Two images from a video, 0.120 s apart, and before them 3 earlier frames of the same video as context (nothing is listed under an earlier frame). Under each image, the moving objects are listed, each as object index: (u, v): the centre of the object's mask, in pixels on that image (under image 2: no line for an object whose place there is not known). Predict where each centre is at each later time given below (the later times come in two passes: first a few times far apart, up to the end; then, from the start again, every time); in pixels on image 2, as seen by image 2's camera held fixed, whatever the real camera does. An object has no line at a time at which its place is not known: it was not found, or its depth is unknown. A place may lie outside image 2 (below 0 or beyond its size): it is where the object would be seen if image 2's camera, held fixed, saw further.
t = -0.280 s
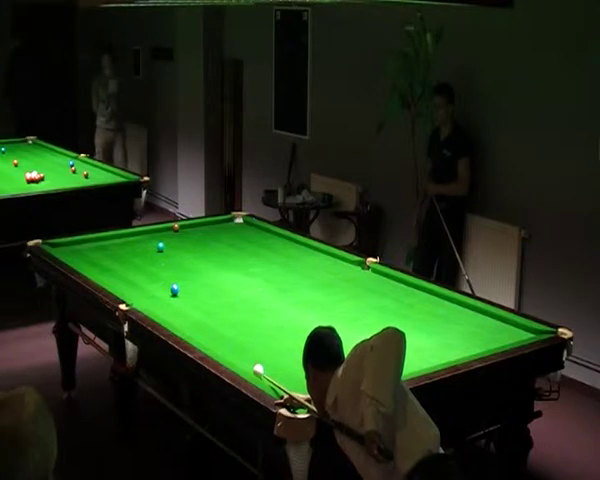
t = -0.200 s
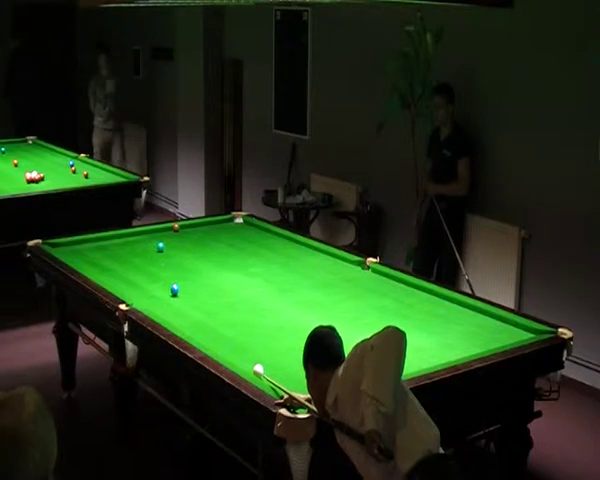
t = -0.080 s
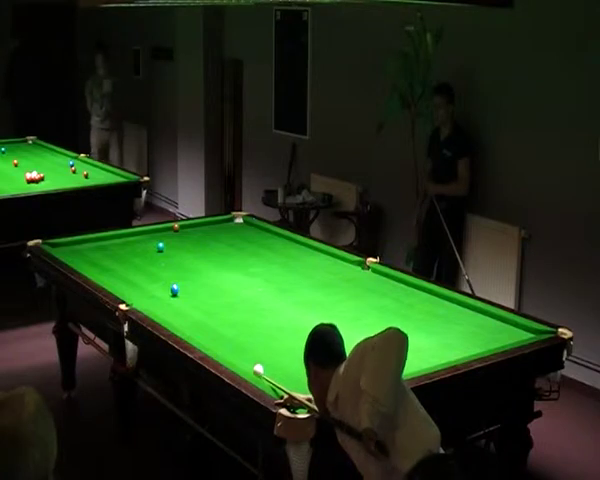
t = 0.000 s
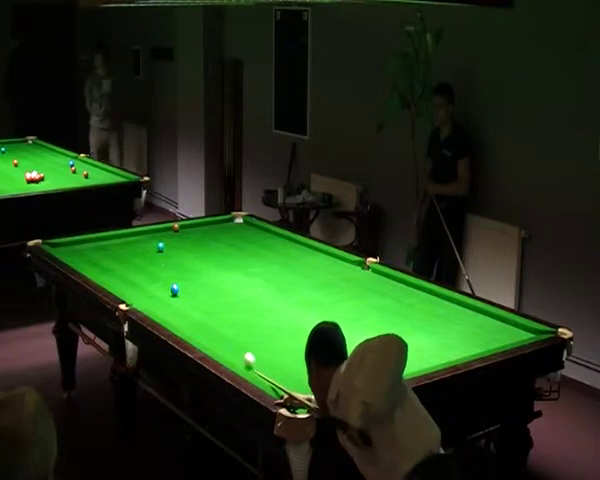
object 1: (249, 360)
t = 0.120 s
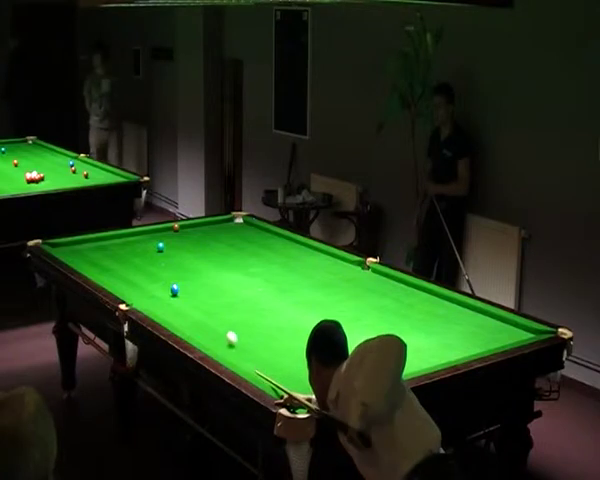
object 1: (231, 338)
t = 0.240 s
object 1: (217, 321)
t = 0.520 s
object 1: (192, 292)
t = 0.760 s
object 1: (176, 272)
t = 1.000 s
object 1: (161, 254)
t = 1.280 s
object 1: (132, 242)
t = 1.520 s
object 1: (111, 237)
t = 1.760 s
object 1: (112, 244)
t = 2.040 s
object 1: (112, 253)
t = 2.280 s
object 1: (112, 260)
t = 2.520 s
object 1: (112, 268)
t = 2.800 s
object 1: (113, 277)
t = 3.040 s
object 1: (114, 284)
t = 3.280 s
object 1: (128, 289)
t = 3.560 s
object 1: (143, 295)
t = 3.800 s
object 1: (157, 299)
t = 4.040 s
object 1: (171, 303)
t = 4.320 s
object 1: (186, 308)
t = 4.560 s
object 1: (199, 312)
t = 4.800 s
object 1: (213, 316)
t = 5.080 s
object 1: (227, 320)
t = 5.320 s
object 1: (238, 323)
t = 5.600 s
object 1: (251, 327)
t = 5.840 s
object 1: (262, 329)
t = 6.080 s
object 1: (272, 332)
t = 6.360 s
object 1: (283, 336)
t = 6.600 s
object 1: (292, 338)
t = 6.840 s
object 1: (299, 340)
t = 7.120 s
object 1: (308, 342)
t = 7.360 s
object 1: (314, 344)
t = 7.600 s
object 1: (320, 345)
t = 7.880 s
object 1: (326, 346)
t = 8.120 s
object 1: (330, 347)
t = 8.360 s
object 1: (333, 348)
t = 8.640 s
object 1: (336, 348)
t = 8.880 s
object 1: (337, 349)
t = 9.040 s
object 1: (337, 349)
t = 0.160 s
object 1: (226, 331)
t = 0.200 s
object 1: (221, 326)
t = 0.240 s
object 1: (217, 321)
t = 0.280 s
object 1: (213, 316)
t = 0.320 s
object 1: (209, 311)
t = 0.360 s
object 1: (205, 307)
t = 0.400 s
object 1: (202, 303)
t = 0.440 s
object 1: (199, 299)
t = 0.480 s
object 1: (195, 295)
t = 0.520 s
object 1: (192, 292)
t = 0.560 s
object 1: (189, 288)
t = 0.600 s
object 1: (187, 284)
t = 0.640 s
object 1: (184, 281)
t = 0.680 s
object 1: (181, 278)
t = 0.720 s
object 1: (178, 274)
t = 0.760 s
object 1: (176, 272)
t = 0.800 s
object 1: (173, 268)
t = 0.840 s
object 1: (170, 265)
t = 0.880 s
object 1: (168, 262)
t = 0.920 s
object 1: (166, 259)
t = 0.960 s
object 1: (163, 257)
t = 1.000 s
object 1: (161, 254)
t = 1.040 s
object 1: (159, 252)
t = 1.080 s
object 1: (157, 249)
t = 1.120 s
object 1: (152, 247)
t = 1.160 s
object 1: (147, 246)
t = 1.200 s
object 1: (142, 244)
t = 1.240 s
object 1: (137, 243)
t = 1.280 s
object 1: (132, 242)
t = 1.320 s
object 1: (127, 240)
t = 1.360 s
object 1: (123, 239)
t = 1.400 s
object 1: (119, 237)
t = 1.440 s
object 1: (114, 236)
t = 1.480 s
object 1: (111, 236)
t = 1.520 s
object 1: (111, 237)
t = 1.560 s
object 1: (111, 238)
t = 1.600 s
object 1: (111, 239)
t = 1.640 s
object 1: (112, 240)
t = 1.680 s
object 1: (112, 242)
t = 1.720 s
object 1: (112, 243)
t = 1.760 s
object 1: (112, 244)
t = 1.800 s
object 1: (112, 245)
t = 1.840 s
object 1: (112, 246)
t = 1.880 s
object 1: (112, 248)
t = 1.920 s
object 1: (112, 249)
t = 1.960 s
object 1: (112, 250)
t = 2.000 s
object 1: (112, 251)
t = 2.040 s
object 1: (112, 253)
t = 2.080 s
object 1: (112, 254)
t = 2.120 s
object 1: (112, 255)
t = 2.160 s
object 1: (112, 256)
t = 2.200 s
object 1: (112, 258)
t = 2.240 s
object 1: (112, 259)
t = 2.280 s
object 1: (112, 260)
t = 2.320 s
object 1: (112, 262)
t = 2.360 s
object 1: (112, 263)
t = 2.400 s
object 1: (112, 264)
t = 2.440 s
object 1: (113, 266)
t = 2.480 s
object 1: (113, 267)
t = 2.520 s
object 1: (112, 268)
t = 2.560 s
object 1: (113, 270)
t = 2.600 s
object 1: (113, 271)
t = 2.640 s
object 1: (113, 272)
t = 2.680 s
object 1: (113, 274)
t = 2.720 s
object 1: (113, 275)
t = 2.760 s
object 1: (113, 276)
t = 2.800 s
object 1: (113, 277)
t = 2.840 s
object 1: (114, 278)
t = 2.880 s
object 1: (114, 279)
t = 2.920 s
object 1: (114, 281)
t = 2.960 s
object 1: (114, 282)
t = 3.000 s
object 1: (114, 283)
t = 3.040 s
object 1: (114, 284)
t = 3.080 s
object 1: (116, 285)
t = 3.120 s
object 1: (118, 286)
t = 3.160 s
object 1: (121, 287)
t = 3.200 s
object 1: (123, 287)
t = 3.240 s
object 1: (125, 288)
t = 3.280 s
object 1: (128, 289)
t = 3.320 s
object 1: (130, 290)
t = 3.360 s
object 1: (132, 291)
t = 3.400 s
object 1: (134, 292)
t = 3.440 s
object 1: (137, 292)
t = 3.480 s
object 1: (139, 293)
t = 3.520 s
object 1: (141, 294)
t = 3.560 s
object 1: (143, 295)
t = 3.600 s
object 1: (146, 295)
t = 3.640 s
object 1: (148, 296)
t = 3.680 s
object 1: (150, 297)
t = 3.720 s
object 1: (152, 298)
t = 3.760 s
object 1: (155, 298)
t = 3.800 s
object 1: (157, 299)
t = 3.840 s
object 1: (159, 300)
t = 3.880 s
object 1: (161, 301)
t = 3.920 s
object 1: (164, 301)
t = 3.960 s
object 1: (166, 302)
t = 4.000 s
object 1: (168, 303)
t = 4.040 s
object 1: (171, 303)
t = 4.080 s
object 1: (173, 304)
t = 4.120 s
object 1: (175, 305)
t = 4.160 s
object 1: (177, 306)
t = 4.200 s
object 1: (180, 306)
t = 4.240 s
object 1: (182, 307)
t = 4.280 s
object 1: (184, 308)
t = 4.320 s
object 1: (186, 308)
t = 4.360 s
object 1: (188, 309)
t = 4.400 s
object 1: (191, 310)
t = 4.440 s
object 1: (193, 310)
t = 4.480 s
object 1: (195, 311)
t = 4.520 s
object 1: (197, 312)
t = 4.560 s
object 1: (199, 312)
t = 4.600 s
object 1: (201, 313)
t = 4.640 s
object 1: (204, 313)
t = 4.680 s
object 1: (206, 314)
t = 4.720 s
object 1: (208, 315)
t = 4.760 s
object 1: (210, 315)
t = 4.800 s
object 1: (213, 316)
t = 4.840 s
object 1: (215, 316)
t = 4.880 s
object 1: (217, 317)
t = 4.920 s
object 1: (219, 318)
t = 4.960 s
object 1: (220, 318)
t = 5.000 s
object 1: (223, 319)
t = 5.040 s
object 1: (225, 319)
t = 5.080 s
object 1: (227, 320)
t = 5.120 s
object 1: (229, 320)
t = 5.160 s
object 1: (231, 321)
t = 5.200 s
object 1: (233, 321)
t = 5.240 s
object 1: (234, 322)
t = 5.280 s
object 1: (236, 322)
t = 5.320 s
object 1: (238, 323)
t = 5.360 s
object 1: (240, 324)
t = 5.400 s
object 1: (242, 324)
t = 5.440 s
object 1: (244, 325)
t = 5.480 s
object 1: (246, 325)
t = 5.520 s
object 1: (248, 326)
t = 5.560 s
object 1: (250, 326)
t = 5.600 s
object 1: (251, 327)
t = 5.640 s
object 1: (253, 327)
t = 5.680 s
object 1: (255, 328)
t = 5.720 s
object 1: (257, 328)
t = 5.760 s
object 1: (258, 328)
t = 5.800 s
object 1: (260, 329)
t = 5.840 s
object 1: (262, 329)
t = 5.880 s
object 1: (264, 330)
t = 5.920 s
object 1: (265, 330)
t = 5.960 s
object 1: (267, 331)
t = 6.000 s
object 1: (268, 331)
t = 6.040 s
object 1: (270, 332)
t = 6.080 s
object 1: (272, 332)
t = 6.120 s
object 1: (273, 333)
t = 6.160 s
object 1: (275, 333)
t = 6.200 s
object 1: (277, 334)
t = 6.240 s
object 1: (278, 334)
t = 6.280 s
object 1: (280, 335)
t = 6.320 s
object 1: (281, 335)
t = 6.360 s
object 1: (283, 336)
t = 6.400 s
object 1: (284, 336)
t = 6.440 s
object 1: (286, 336)
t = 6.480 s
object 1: (287, 336)
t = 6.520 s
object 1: (289, 337)
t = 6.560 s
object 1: (290, 337)
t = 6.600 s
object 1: (292, 338)
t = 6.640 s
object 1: (292, 338)
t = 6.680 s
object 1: (294, 338)
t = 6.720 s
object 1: (296, 339)
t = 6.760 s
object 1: (297, 339)
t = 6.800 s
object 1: (298, 339)
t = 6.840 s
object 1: (299, 340)
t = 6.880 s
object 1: (301, 340)
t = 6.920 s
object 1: (302, 340)
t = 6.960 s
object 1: (303, 341)
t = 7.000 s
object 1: (304, 341)
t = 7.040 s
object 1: (305, 341)
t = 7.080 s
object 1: (306, 341)
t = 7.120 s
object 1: (308, 342)
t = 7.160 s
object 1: (309, 342)
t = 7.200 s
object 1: (310, 342)
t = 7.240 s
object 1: (311, 343)
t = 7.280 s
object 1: (312, 343)
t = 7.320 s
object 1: (313, 343)
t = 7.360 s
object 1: (314, 344)
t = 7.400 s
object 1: (315, 344)
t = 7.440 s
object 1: (316, 344)
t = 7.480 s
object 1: (317, 344)
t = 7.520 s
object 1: (318, 344)
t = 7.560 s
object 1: (319, 345)
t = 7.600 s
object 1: (320, 345)
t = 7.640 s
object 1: (321, 345)
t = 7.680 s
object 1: (322, 345)
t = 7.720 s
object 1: (322, 345)
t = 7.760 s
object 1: (323, 346)
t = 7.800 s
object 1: (324, 346)
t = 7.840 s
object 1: (325, 346)
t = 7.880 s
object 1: (326, 346)
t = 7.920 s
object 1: (326, 346)
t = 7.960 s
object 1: (327, 346)
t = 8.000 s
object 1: (328, 347)
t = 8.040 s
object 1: (329, 347)
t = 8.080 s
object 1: (329, 347)
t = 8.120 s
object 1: (330, 347)
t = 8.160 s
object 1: (330, 347)
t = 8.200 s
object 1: (331, 347)
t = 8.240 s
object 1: (332, 347)
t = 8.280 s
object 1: (332, 348)
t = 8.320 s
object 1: (333, 348)
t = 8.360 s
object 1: (333, 348)
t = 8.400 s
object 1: (334, 348)
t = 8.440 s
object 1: (334, 348)
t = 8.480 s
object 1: (334, 348)
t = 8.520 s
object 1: (335, 348)
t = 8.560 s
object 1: (335, 348)
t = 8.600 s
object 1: (336, 348)
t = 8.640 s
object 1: (336, 348)
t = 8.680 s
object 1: (336, 349)
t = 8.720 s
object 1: (336, 349)
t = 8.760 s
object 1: (337, 349)
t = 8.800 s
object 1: (337, 349)
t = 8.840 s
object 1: (337, 349)
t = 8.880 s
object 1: (337, 349)
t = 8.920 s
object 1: (337, 349)
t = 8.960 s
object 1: (337, 349)
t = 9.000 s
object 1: (337, 349)
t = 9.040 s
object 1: (337, 349)
